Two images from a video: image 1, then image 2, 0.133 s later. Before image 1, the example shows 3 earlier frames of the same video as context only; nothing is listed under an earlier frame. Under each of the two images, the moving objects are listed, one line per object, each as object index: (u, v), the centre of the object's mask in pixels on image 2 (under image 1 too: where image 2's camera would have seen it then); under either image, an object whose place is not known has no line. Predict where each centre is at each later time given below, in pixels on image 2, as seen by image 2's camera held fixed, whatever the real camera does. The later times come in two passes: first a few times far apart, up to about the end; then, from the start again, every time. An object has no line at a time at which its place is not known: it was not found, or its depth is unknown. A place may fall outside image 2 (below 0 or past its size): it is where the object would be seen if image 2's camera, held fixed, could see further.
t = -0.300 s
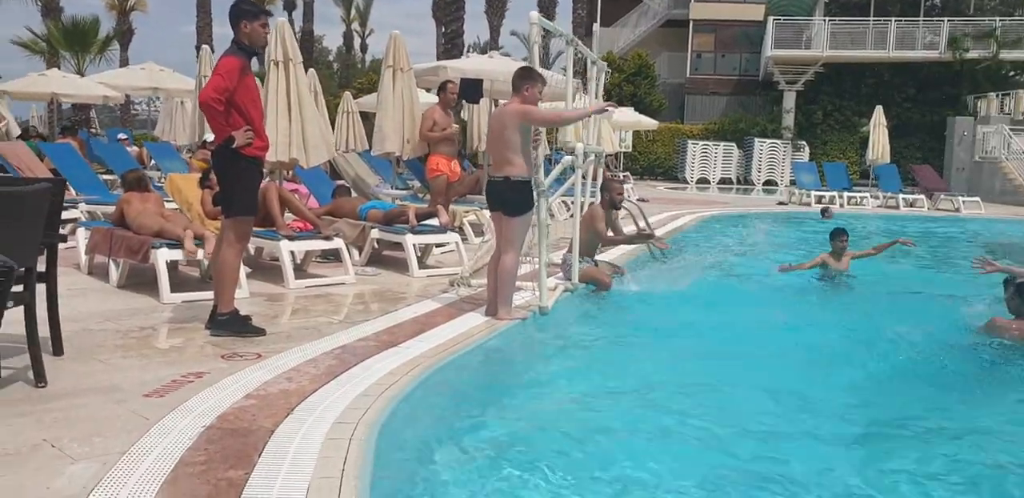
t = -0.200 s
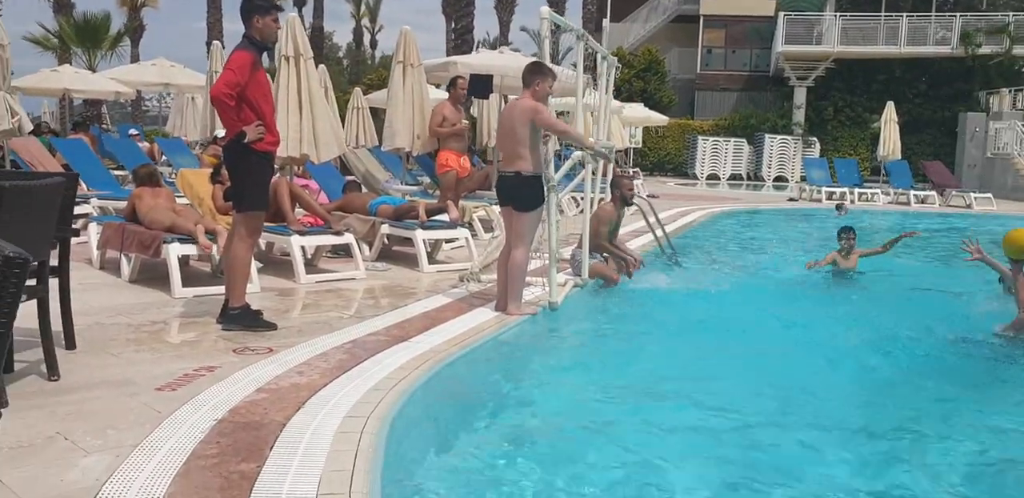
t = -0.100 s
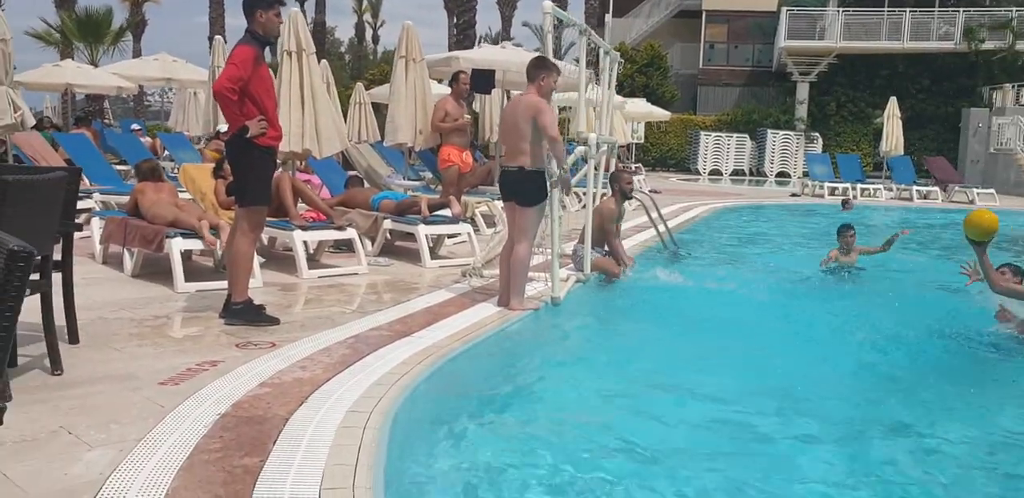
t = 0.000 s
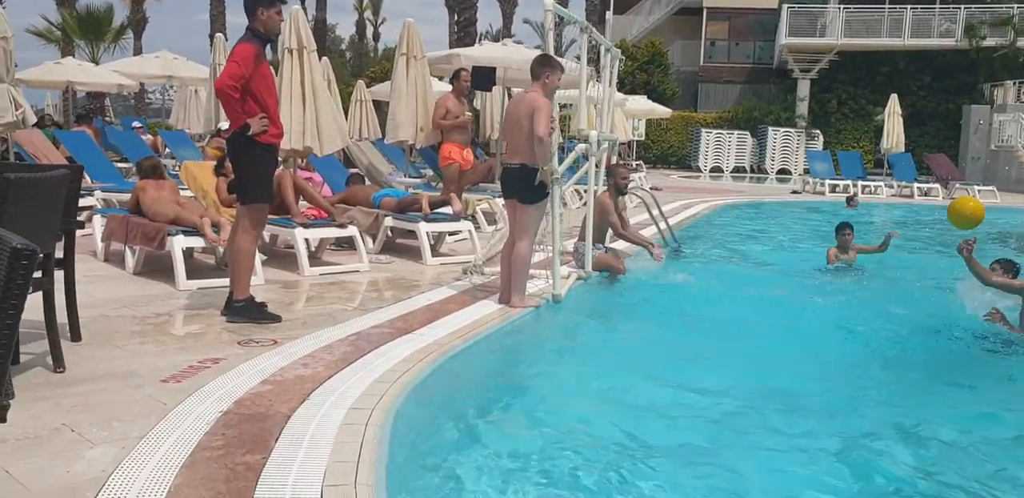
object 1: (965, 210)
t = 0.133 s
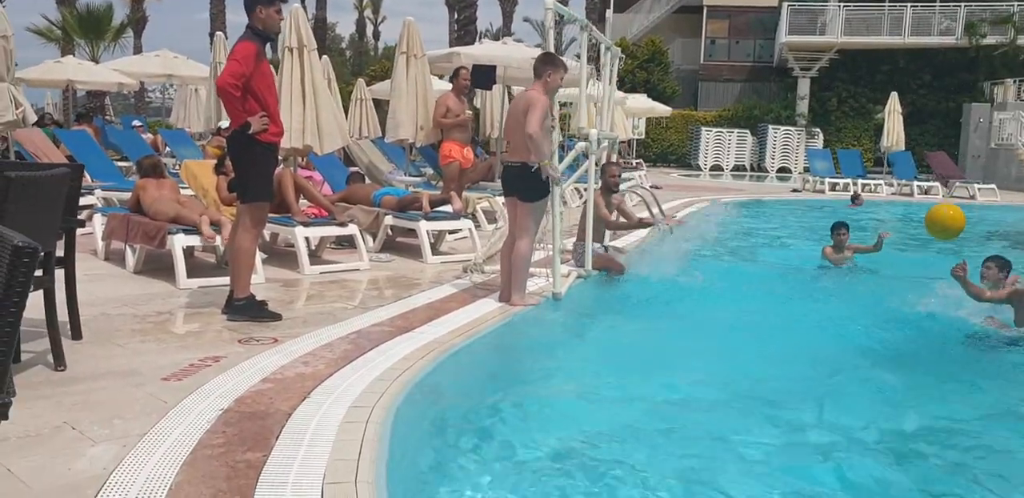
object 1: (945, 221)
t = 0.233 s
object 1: (925, 253)
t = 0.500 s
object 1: (874, 391)
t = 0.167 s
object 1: (939, 229)
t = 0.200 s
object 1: (932, 240)
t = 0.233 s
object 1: (925, 253)
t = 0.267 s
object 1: (917, 269)
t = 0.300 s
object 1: (909, 288)
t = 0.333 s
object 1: (900, 310)
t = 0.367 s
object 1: (891, 336)
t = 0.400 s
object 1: (881, 366)
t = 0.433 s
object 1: (876, 377)
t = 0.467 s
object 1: (874, 386)
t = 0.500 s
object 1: (874, 391)
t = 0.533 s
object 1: (873, 393)
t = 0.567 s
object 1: (872, 394)
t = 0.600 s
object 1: (873, 393)
